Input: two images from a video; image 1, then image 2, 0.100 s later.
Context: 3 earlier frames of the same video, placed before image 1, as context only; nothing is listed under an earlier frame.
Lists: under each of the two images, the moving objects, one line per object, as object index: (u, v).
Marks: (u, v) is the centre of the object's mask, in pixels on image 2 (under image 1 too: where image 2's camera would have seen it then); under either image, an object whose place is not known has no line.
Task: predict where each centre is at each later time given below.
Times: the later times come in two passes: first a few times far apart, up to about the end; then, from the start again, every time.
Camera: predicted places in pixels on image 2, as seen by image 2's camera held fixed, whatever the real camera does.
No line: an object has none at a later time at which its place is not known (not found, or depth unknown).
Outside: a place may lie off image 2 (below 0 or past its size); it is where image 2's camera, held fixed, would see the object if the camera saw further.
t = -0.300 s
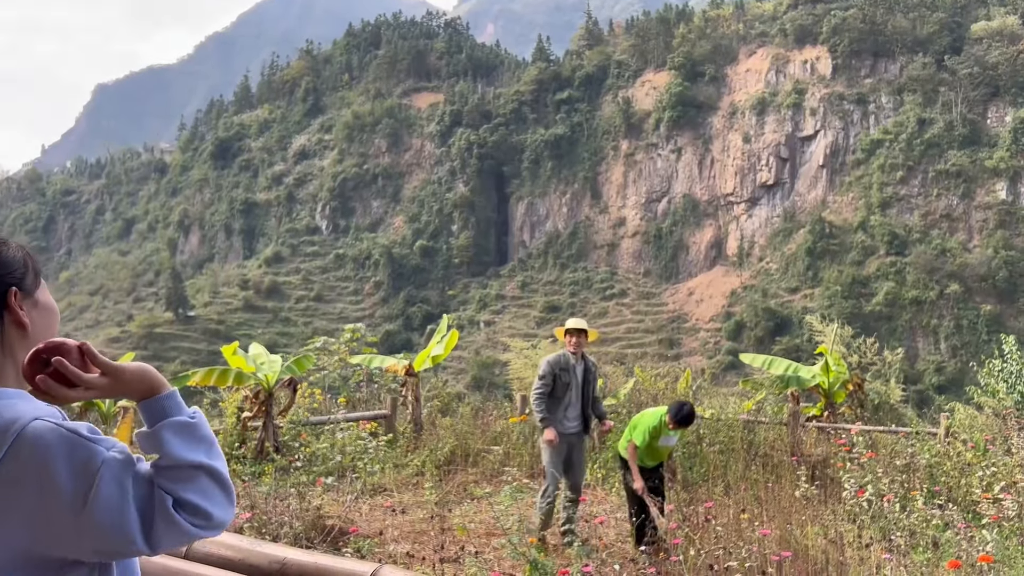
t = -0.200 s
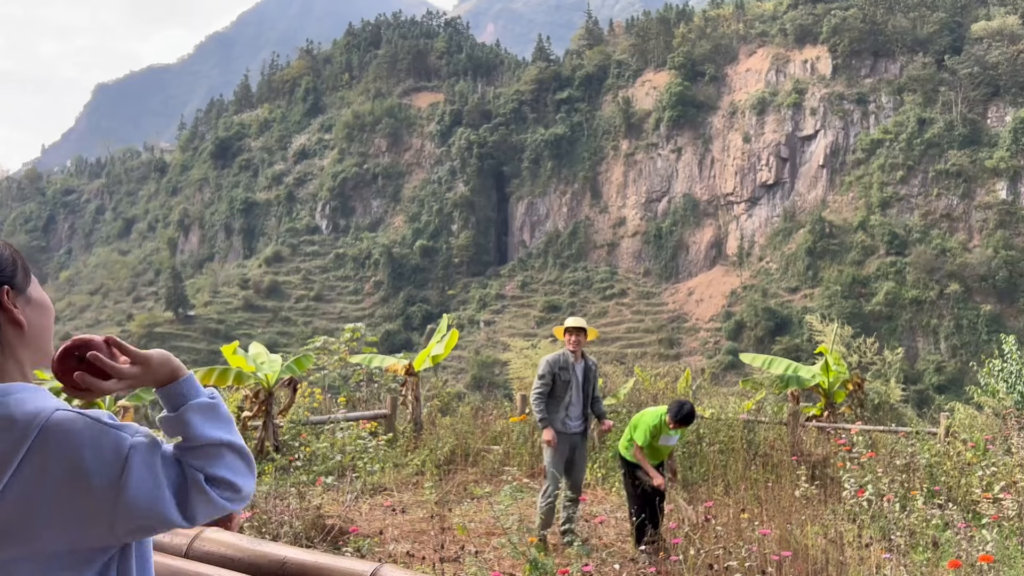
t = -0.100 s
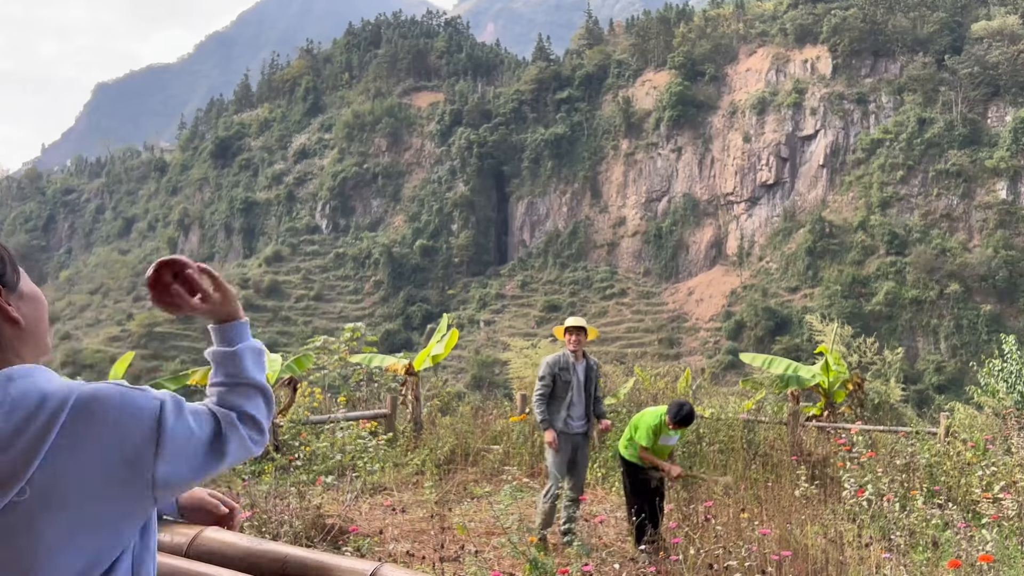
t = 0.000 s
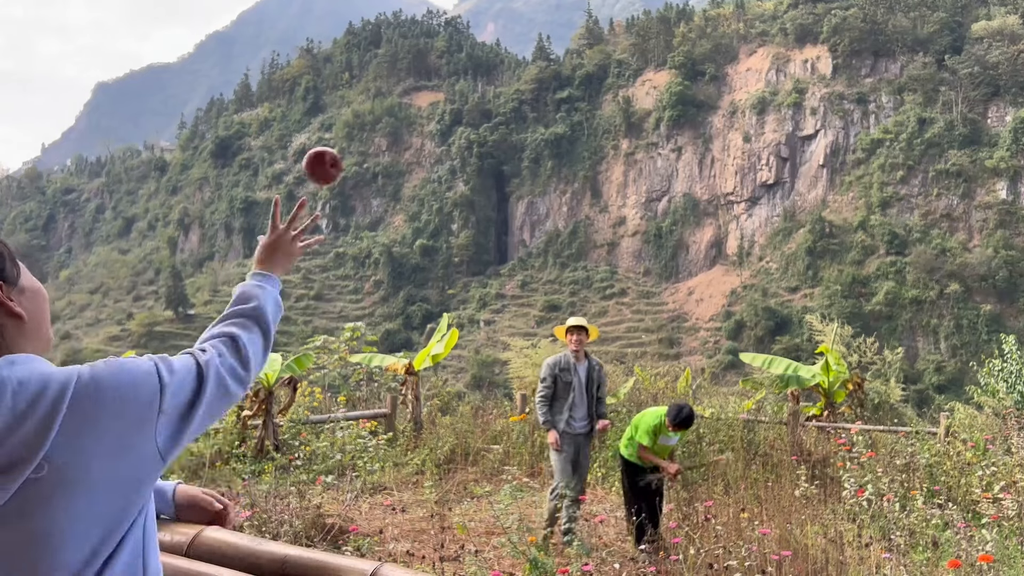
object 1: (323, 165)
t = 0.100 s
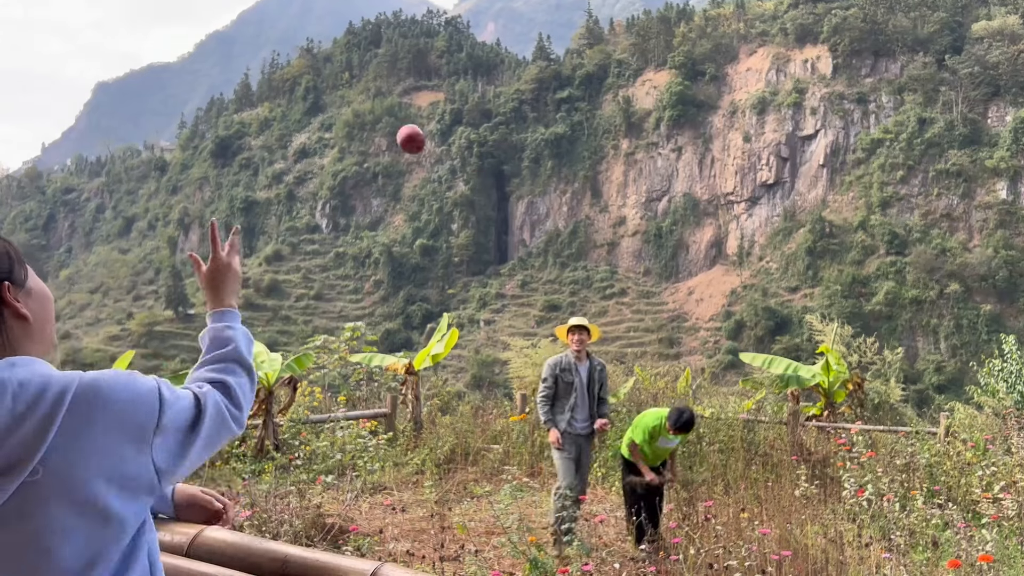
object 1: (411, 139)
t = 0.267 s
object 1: (491, 172)
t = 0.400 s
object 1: (527, 230)
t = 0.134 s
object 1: (431, 140)
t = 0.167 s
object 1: (449, 145)
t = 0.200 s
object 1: (465, 152)
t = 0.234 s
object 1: (479, 160)
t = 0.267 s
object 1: (491, 172)
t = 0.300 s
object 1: (502, 186)
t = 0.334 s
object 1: (511, 198)
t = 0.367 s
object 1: (519, 214)
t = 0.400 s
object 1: (527, 230)
